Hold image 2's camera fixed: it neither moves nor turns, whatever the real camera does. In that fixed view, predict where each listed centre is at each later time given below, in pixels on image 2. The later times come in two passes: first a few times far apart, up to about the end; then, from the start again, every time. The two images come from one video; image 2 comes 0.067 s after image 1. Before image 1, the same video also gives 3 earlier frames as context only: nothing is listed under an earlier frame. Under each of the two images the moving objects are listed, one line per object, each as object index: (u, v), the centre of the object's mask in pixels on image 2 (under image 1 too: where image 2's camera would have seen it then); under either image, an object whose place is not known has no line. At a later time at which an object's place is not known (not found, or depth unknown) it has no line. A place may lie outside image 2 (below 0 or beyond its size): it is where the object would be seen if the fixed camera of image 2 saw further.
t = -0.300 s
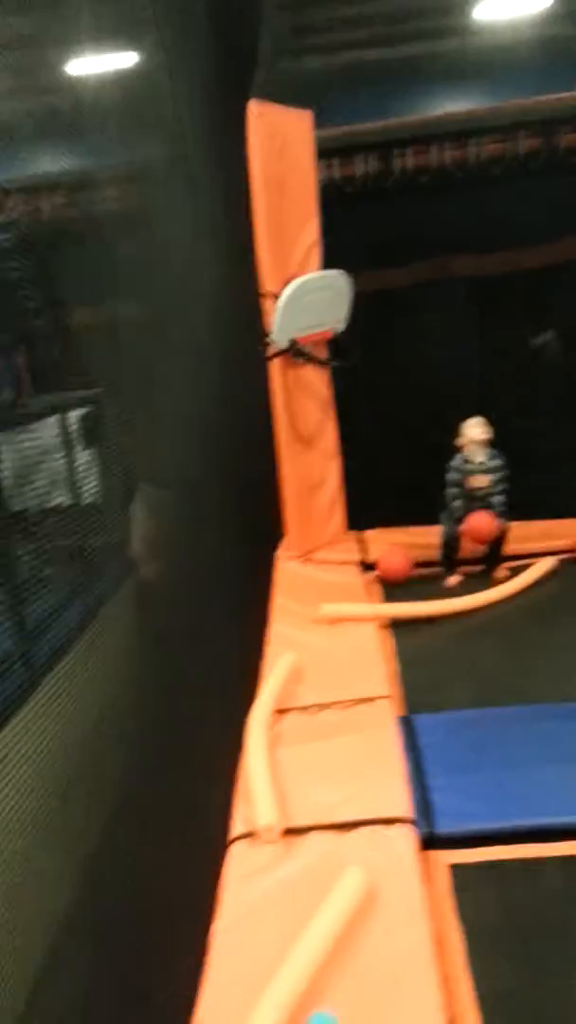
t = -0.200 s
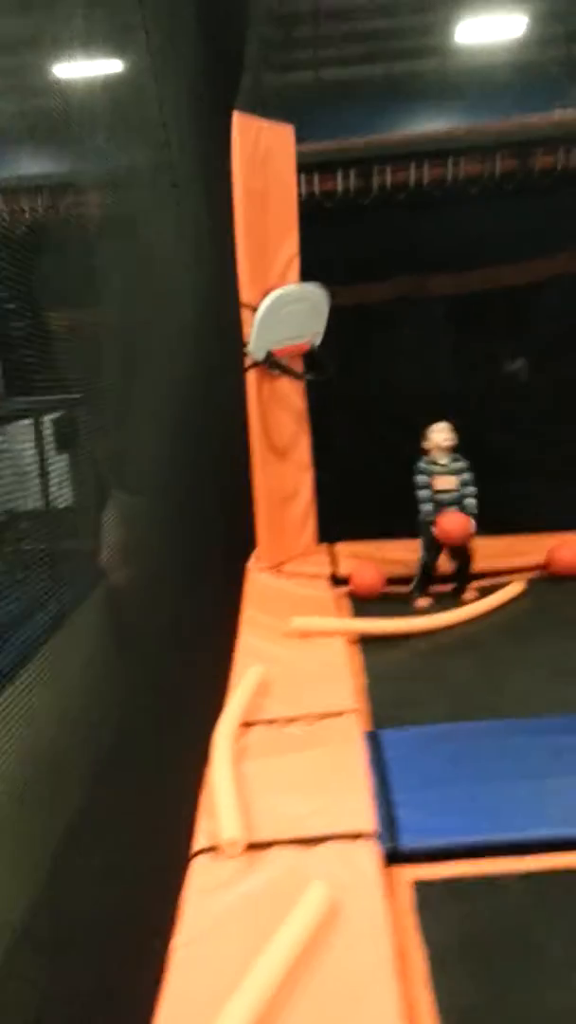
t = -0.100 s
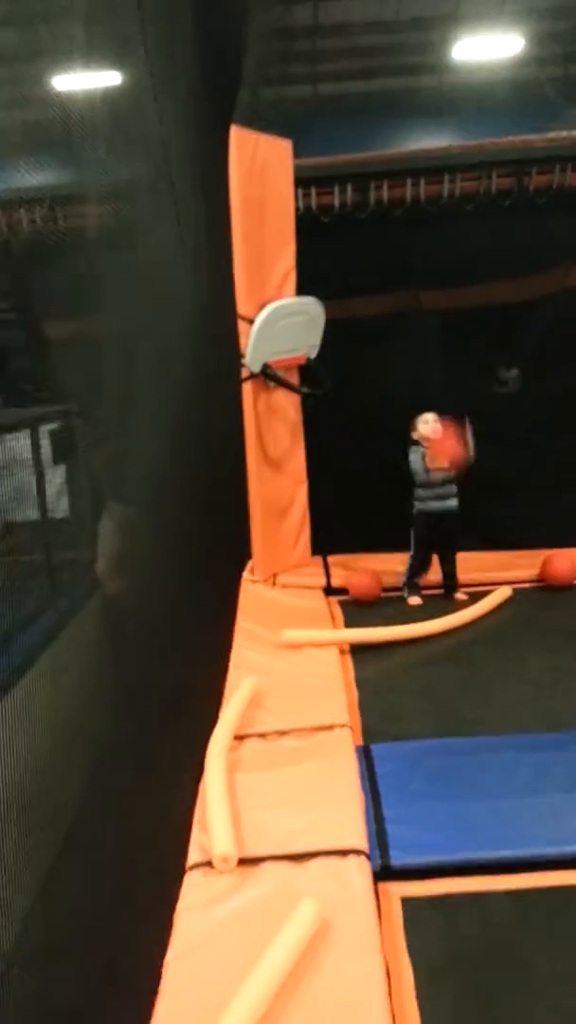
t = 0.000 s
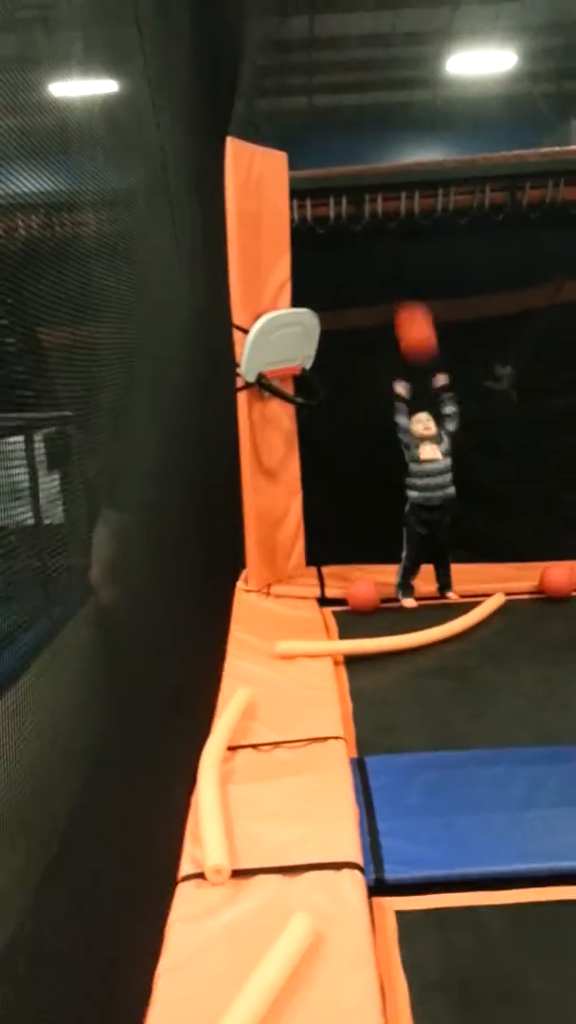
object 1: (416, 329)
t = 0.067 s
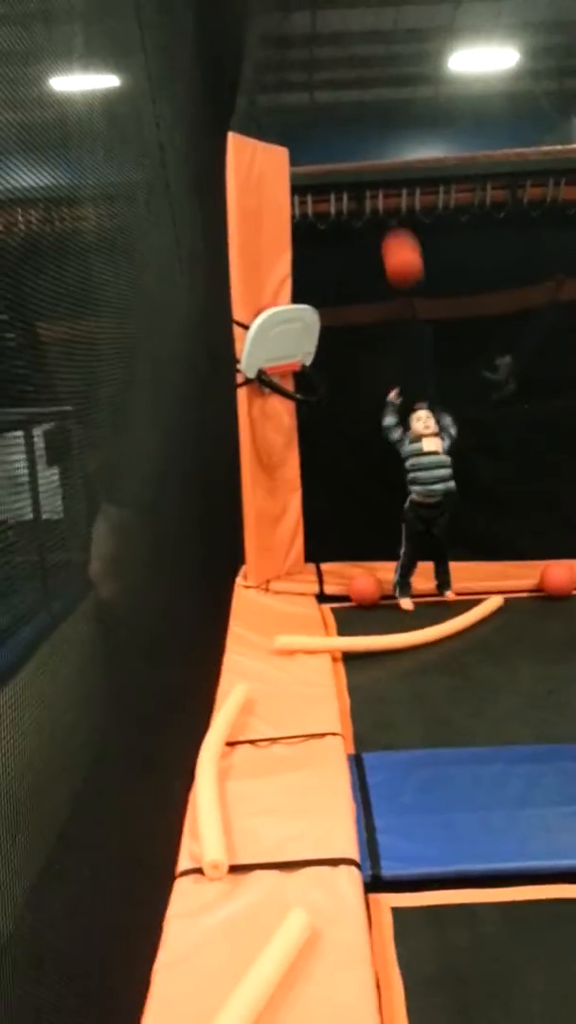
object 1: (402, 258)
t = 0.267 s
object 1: (364, 110)
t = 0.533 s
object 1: (325, 65)
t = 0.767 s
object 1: (299, 139)
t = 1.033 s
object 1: (304, 265)
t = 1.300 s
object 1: (306, 222)
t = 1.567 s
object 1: (314, 247)
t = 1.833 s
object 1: (346, 284)
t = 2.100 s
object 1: (391, 318)
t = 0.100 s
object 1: (396, 228)
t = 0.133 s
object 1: (389, 198)
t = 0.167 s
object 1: (383, 171)
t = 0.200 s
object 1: (376, 147)
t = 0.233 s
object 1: (370, 127)
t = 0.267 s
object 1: (364, 110)
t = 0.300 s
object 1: (359, 95)
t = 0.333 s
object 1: (354, 84)
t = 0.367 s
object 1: (349, 74)
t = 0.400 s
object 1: (343, 68)
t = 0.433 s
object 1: (339, 64)
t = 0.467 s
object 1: (335, 62)
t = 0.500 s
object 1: (329, 62)
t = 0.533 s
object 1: (325, 65)
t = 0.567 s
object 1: (321, 70)
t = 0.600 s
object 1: (317, 76)
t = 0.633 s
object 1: (313, 84)
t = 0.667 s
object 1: (309, 96)
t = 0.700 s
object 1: (306, 109)
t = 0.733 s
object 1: (303, 124)
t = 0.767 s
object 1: (299, 139)
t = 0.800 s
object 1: (297, 152)
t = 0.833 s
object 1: (297, 161)
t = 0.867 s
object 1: (298, 174)
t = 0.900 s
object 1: (298, 187)
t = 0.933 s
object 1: (300, 205)
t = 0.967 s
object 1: (301, 223)
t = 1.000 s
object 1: (303, 243)
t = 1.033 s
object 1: (304, 265)
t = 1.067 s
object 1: (306, 285)
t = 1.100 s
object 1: (307, 287)
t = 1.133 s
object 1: (307, 273)
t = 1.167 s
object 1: (306, 257)
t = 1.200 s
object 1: (306, 246)
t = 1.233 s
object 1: (306, 236)
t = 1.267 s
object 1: (306, 228)
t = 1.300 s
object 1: (306, 222)
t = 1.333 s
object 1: (307, 218)
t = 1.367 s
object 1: (307, 215)
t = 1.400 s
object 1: (307, 216)
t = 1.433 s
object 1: (309, 218)
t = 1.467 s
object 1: (310, 222)
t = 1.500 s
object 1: (311, 229)
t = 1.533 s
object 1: (312, 237)
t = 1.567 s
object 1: (314, 247)
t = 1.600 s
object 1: (314, 261)
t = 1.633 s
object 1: (316, 275)
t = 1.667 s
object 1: (318, 288)
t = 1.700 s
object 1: (322, 296)
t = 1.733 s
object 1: (329, 292)
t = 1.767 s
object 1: (336, 289)
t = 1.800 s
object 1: (341, 286)
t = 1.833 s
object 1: (346, 284)
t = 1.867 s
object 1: (351, 283)
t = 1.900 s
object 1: (356, 283)
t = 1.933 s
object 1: (361, 284)
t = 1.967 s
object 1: (367, 287)
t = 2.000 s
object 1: (373, 292)
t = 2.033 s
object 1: (378, 299)
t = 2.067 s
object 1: (385, 308)
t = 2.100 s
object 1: (391, 318)
